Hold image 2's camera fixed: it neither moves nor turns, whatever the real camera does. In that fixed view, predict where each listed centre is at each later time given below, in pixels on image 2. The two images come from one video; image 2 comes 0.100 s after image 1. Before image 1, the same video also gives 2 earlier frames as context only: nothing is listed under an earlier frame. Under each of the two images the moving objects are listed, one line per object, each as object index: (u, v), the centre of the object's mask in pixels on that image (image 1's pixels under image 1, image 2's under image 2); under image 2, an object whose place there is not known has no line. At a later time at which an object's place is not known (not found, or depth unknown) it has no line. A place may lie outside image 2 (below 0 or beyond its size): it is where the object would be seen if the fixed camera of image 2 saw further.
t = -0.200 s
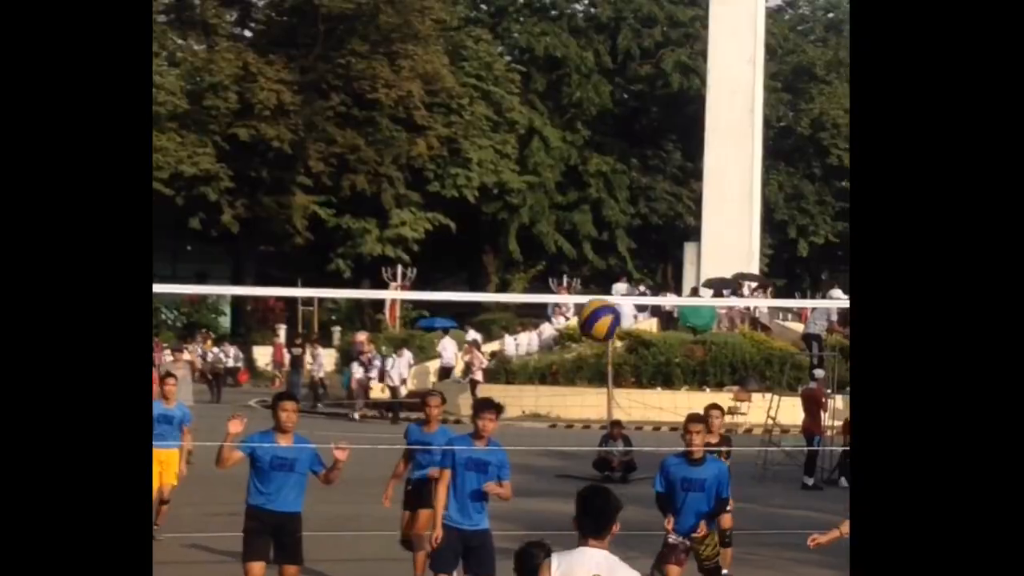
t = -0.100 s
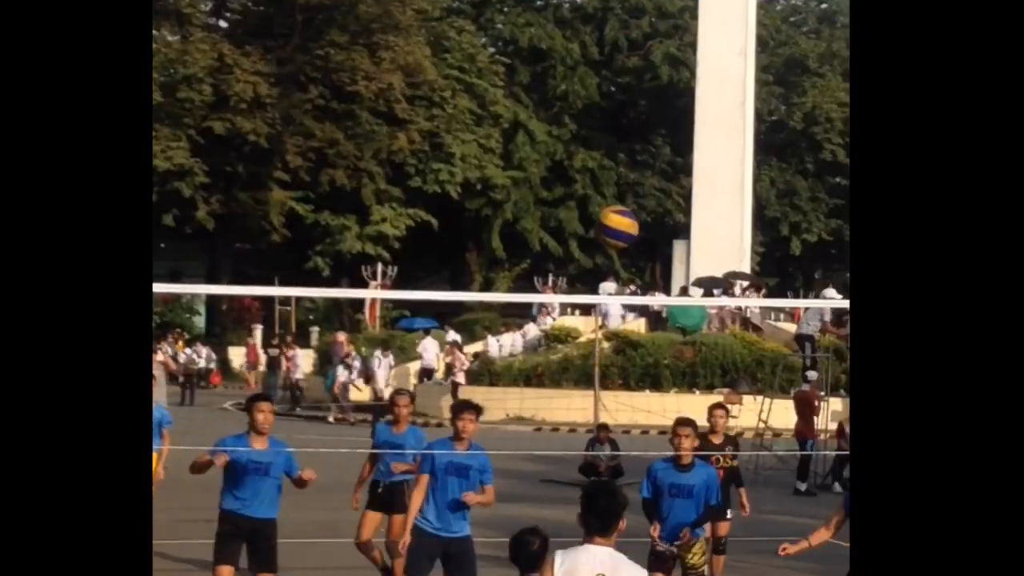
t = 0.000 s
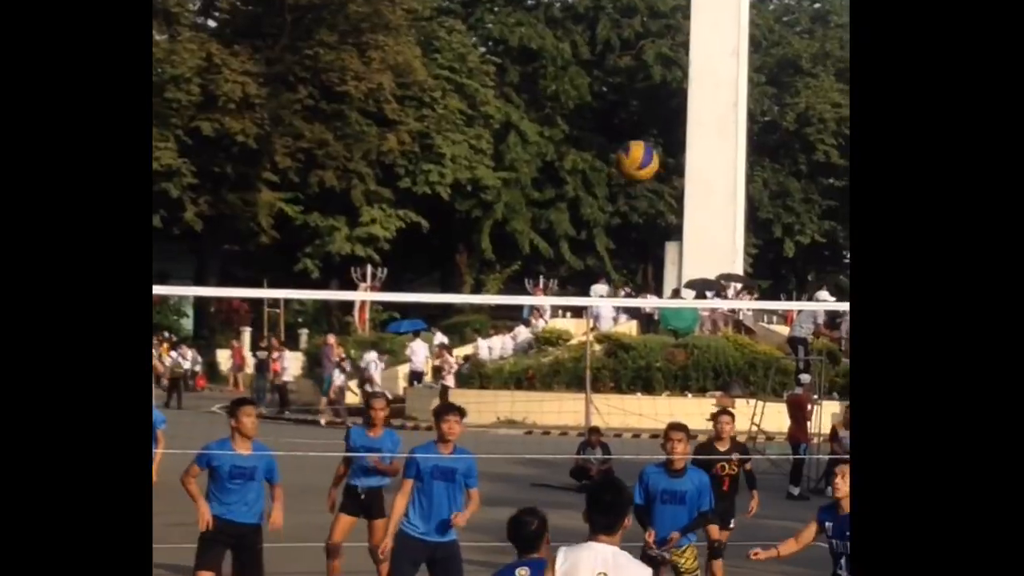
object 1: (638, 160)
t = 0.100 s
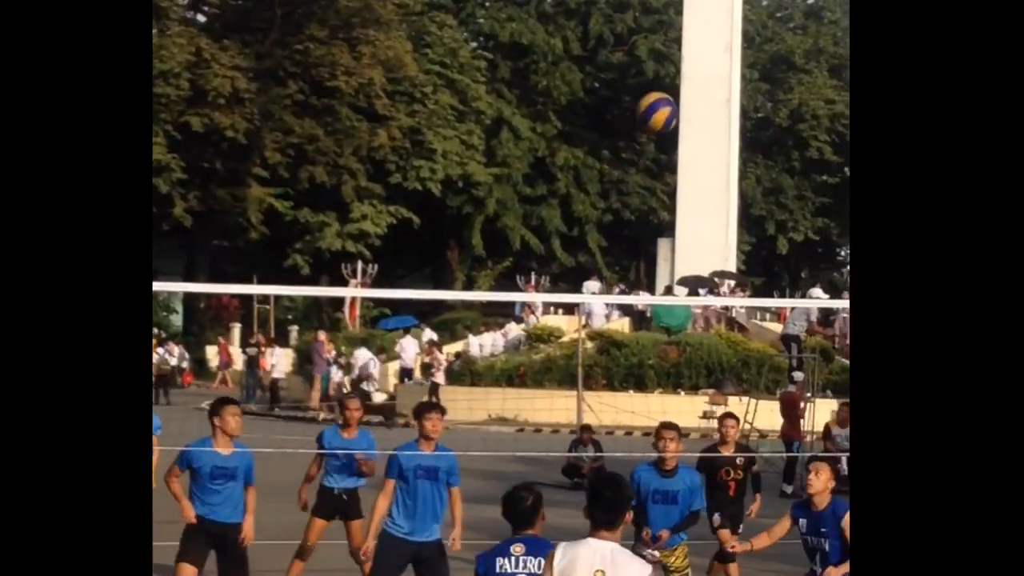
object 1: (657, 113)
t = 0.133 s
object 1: (666, 102)
